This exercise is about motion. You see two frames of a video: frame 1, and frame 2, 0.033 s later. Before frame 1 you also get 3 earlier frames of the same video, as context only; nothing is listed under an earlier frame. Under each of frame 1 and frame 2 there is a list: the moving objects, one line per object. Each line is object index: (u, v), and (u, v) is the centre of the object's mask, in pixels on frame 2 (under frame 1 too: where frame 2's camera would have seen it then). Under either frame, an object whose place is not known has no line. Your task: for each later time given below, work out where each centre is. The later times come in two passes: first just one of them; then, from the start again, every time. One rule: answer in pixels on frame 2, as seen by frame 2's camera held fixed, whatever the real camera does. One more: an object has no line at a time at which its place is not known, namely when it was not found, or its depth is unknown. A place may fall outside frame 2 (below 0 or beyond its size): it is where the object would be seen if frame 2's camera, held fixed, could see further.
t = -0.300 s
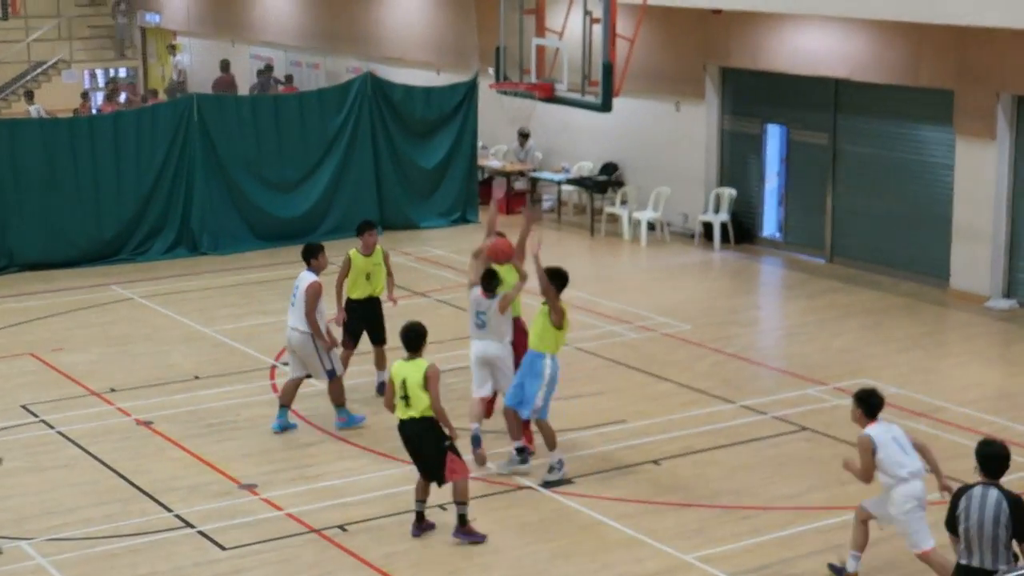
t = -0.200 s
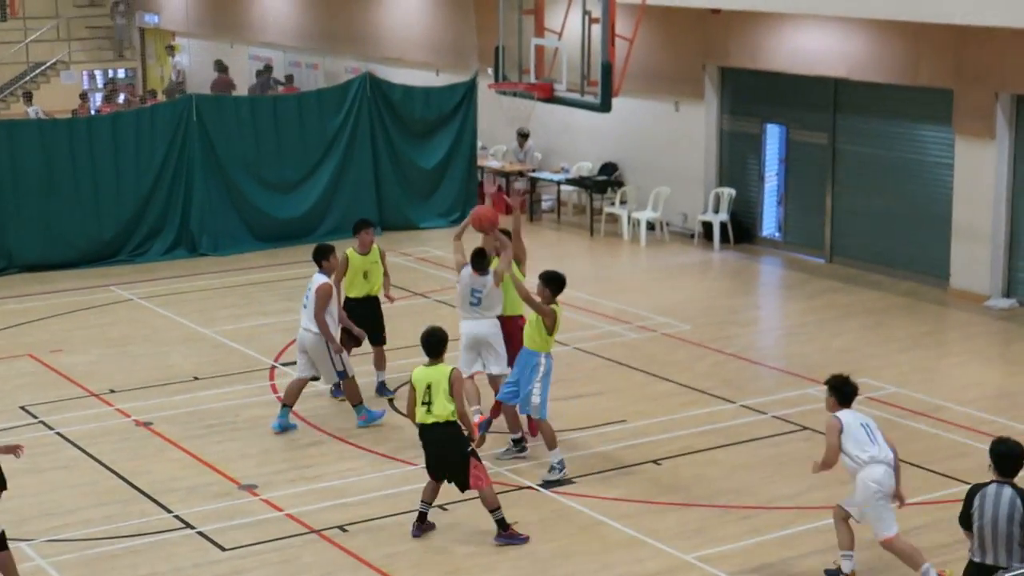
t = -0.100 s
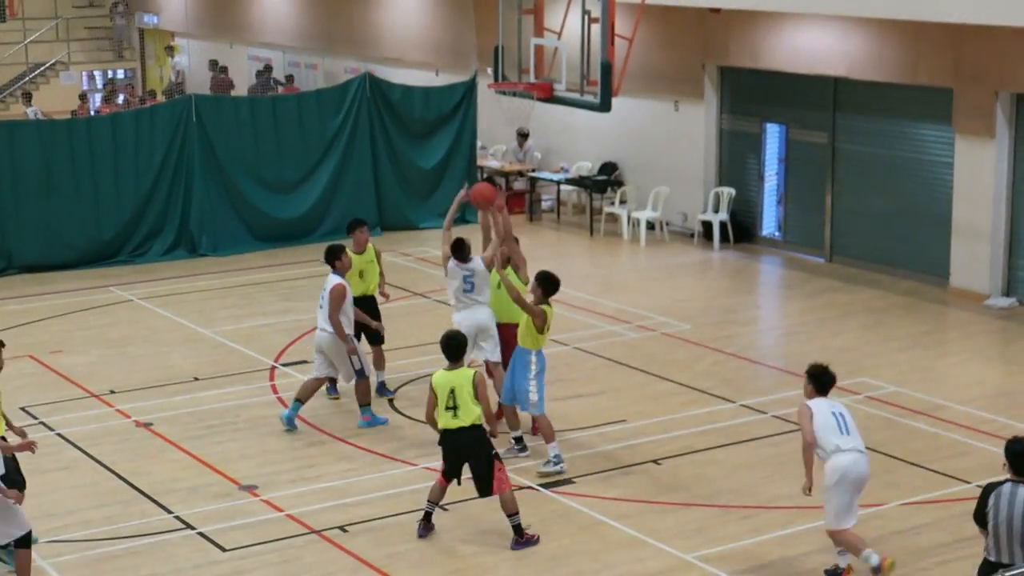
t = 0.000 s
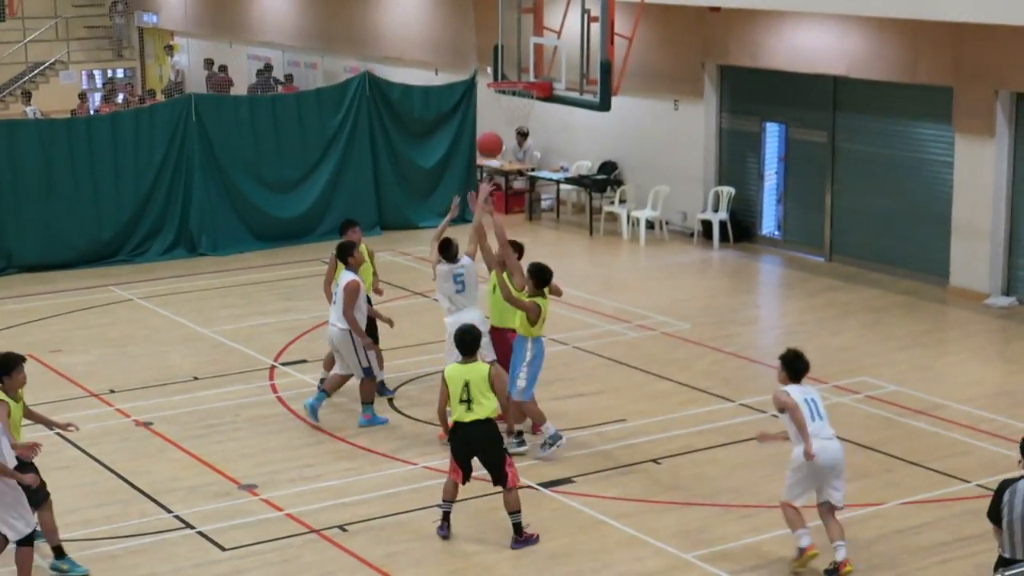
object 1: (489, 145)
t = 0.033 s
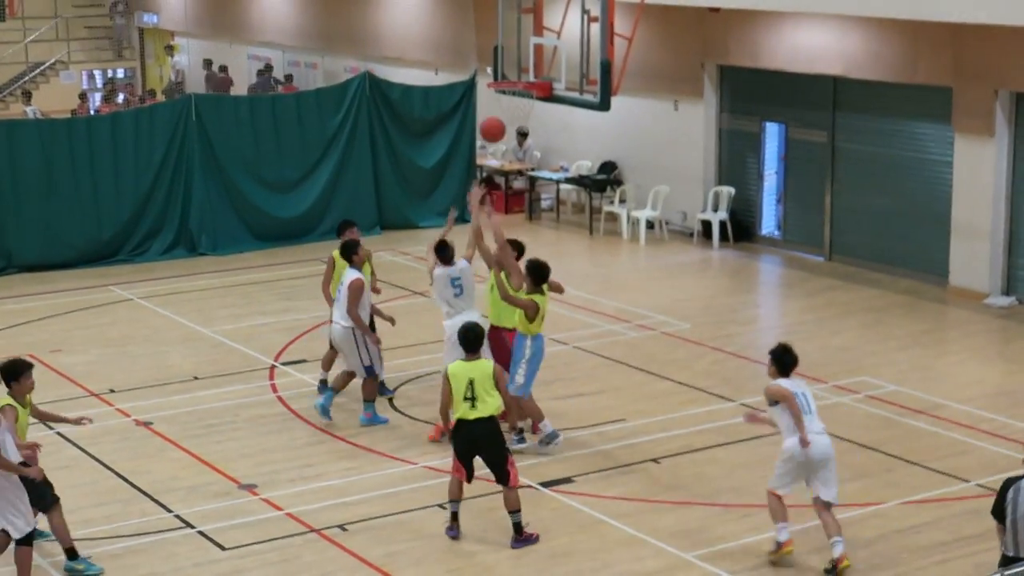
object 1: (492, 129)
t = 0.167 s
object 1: (503, 82)
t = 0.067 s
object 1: (495, 116)
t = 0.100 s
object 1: (498, 103)
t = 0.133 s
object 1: (500, 92)
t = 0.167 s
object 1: (503, 82)
